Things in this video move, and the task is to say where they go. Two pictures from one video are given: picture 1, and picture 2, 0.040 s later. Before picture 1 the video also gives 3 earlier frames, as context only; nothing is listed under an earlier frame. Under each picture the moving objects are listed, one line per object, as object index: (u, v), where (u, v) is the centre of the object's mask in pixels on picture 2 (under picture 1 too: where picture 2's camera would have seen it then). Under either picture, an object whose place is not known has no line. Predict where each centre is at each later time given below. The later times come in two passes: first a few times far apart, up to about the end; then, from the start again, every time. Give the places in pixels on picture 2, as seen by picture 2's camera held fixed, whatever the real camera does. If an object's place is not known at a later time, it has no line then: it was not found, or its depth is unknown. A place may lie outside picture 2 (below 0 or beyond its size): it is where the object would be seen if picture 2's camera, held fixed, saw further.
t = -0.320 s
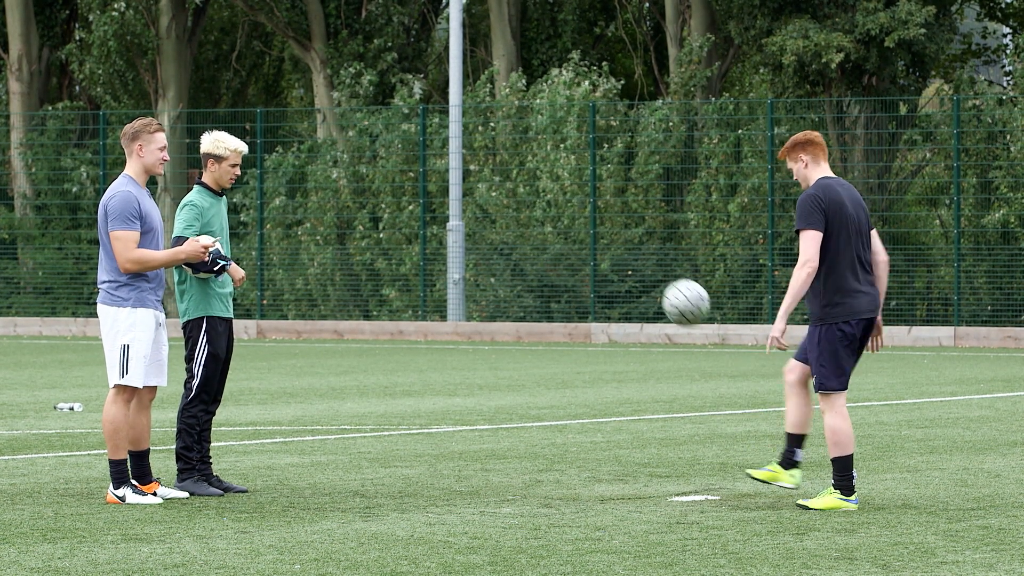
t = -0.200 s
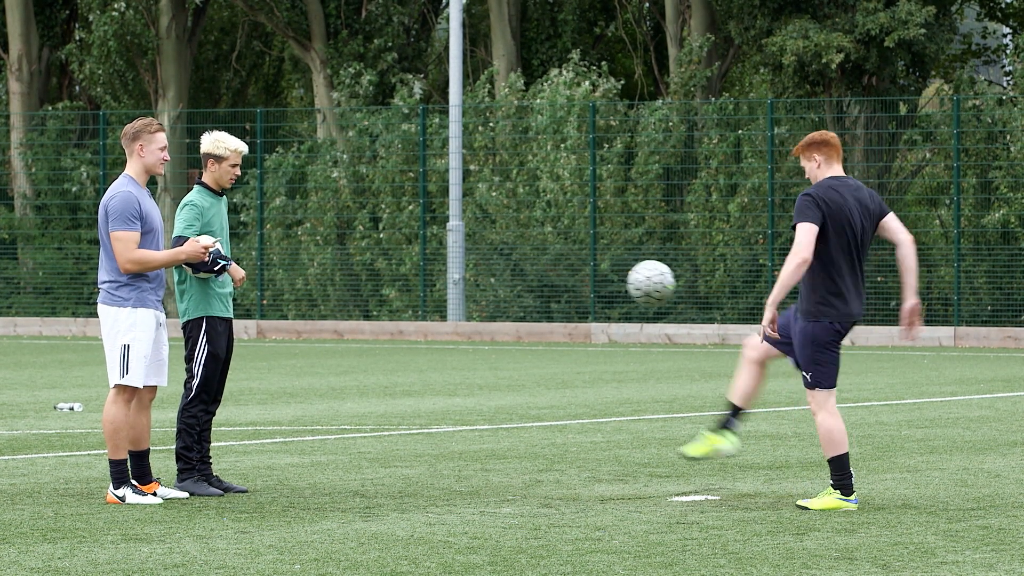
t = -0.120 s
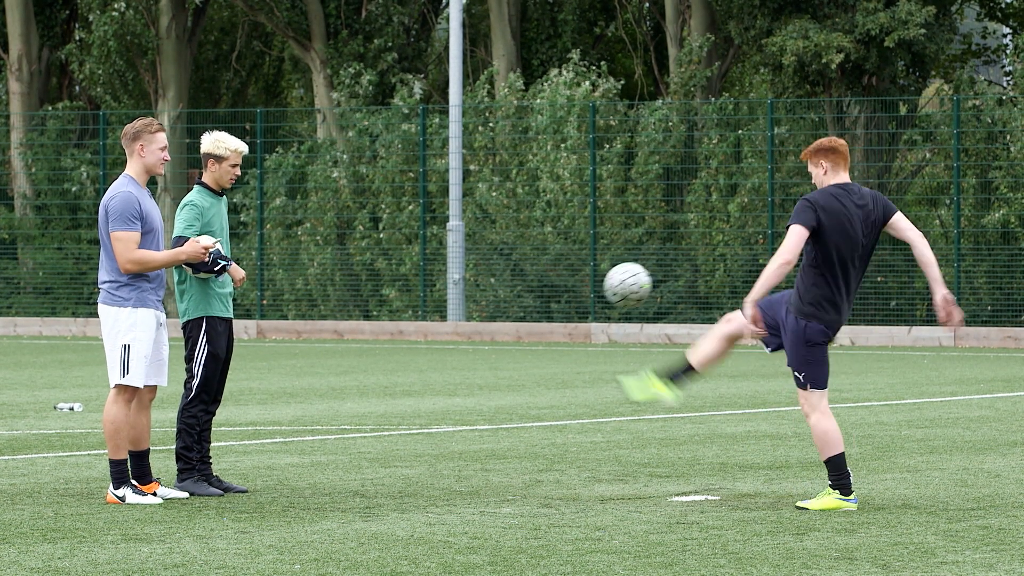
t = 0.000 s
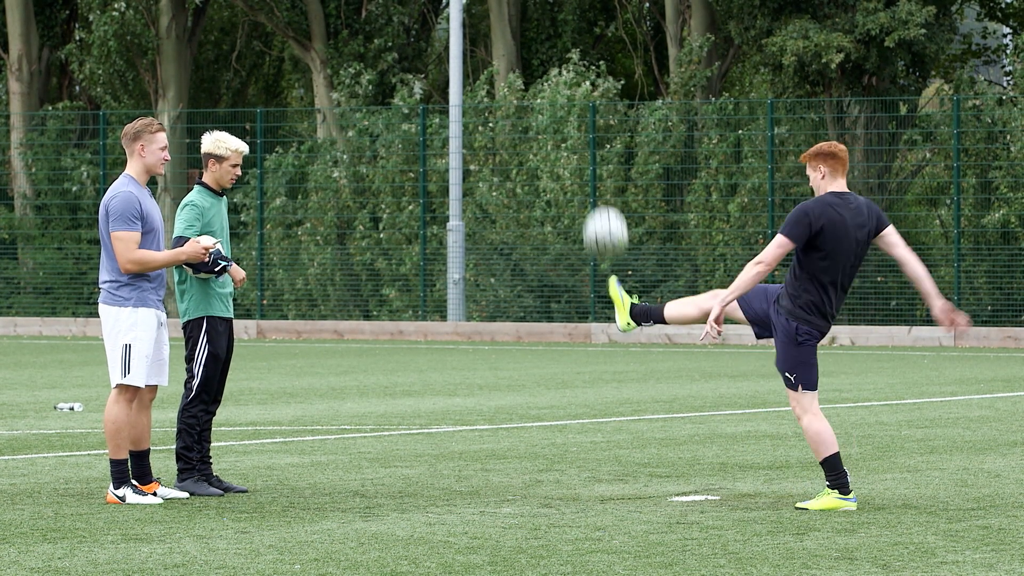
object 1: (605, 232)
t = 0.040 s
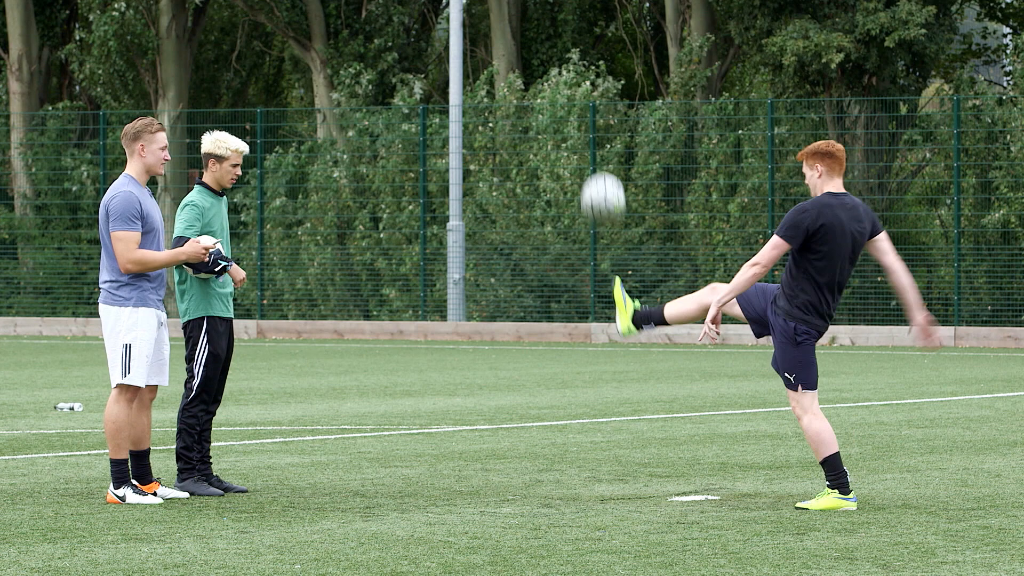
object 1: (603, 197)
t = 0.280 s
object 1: (588, 62)
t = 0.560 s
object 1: (570, 46)
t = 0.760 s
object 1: (557, 128)
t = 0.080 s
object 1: (601, 168)
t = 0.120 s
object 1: (598, 141)
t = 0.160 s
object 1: (596, 116)
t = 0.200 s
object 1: (593, 95)
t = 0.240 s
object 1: (590, 75)
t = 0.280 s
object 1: (588, 62)
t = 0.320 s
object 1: (586, 50)
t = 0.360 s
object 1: (583, 42)
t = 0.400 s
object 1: (581, 36)
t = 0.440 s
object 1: (578, 35)
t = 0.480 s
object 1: (575, 35)
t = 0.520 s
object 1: (573, 39)
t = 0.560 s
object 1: (570, 46)
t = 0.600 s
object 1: (567, 55)
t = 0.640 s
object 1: (565, 68)
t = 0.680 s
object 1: (562, 86)
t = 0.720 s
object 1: (559, 105)
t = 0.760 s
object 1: (557, 128)
